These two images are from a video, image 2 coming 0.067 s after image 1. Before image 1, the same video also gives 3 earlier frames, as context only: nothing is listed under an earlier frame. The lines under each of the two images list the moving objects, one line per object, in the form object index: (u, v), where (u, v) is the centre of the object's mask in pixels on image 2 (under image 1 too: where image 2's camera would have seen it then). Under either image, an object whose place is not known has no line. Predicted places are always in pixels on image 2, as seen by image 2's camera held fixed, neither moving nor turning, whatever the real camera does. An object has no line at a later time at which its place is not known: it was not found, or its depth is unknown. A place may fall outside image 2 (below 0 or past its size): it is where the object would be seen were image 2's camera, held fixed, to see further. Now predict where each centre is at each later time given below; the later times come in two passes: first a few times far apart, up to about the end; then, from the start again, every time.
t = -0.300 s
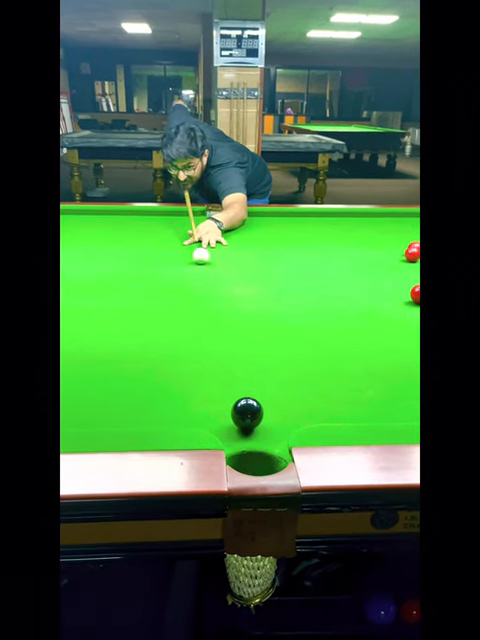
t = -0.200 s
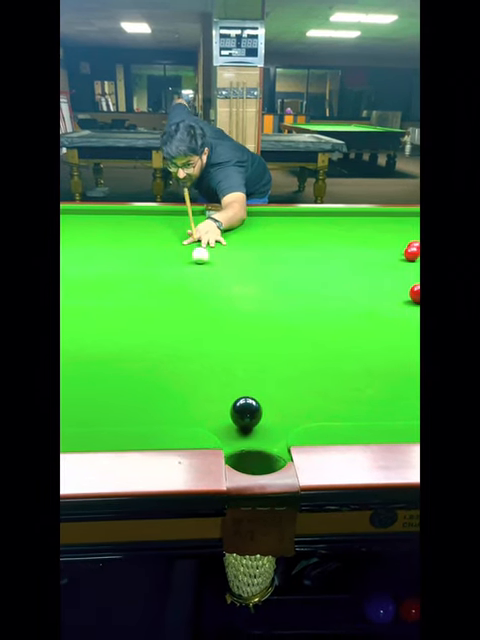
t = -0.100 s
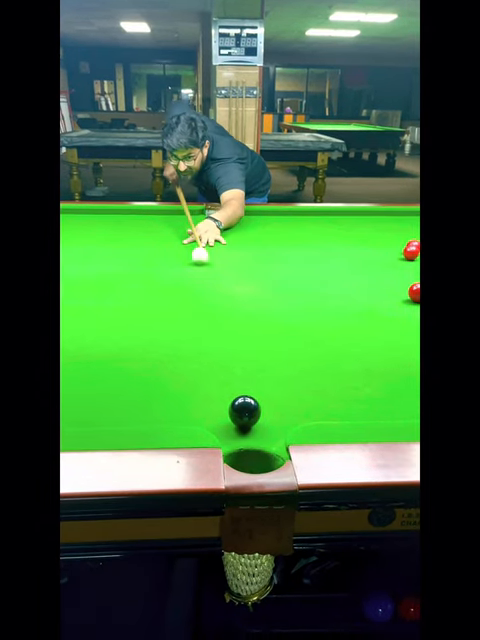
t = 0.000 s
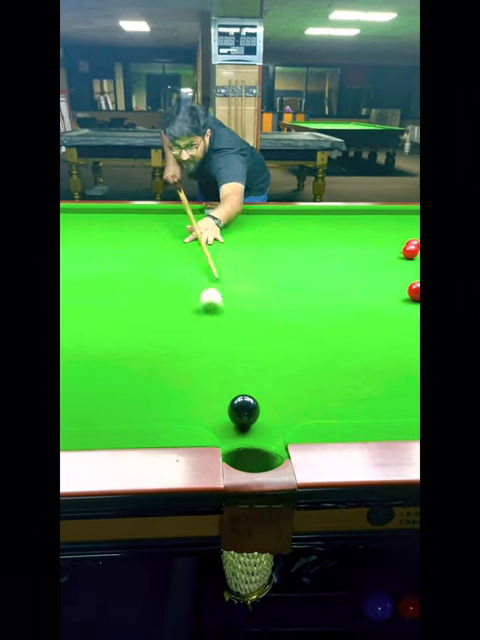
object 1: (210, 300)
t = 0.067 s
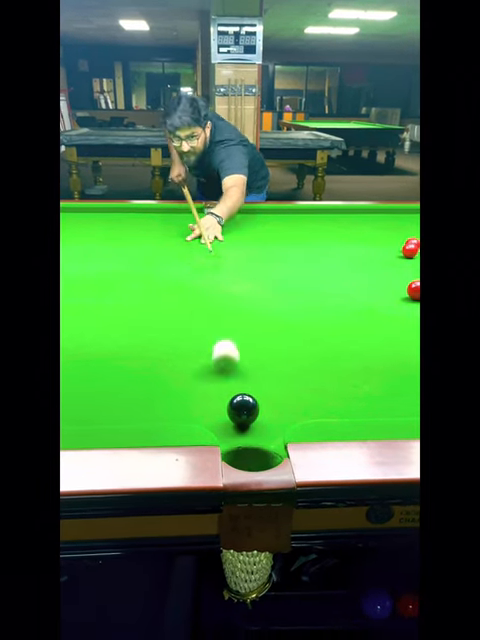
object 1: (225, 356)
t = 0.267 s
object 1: (207, 399)
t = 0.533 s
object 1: (167, 411)
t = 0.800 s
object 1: (134, 415)
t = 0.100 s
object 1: (230, 375)
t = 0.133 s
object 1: (230, 395)
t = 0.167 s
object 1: (222, 395)
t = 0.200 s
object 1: (216, 397)
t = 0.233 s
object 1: (210, 399)
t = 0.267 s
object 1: (207, 399)
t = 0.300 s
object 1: (202, 401)
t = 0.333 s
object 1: (196, 403)
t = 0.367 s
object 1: (191, 405)
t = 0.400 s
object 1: (186, 407)
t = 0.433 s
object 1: (183, 407)
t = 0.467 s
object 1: (178, 409)
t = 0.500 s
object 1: (173, 410)
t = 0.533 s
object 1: (167, 411)
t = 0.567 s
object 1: (162, 412)
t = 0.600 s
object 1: (159, 413)
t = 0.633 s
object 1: (154, 414)
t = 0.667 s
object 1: (149, 415)
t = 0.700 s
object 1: (143, 416)
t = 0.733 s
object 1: (139, 415)
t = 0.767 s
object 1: (138, 415)
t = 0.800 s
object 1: (134, 415)
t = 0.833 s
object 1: (130, 414)
